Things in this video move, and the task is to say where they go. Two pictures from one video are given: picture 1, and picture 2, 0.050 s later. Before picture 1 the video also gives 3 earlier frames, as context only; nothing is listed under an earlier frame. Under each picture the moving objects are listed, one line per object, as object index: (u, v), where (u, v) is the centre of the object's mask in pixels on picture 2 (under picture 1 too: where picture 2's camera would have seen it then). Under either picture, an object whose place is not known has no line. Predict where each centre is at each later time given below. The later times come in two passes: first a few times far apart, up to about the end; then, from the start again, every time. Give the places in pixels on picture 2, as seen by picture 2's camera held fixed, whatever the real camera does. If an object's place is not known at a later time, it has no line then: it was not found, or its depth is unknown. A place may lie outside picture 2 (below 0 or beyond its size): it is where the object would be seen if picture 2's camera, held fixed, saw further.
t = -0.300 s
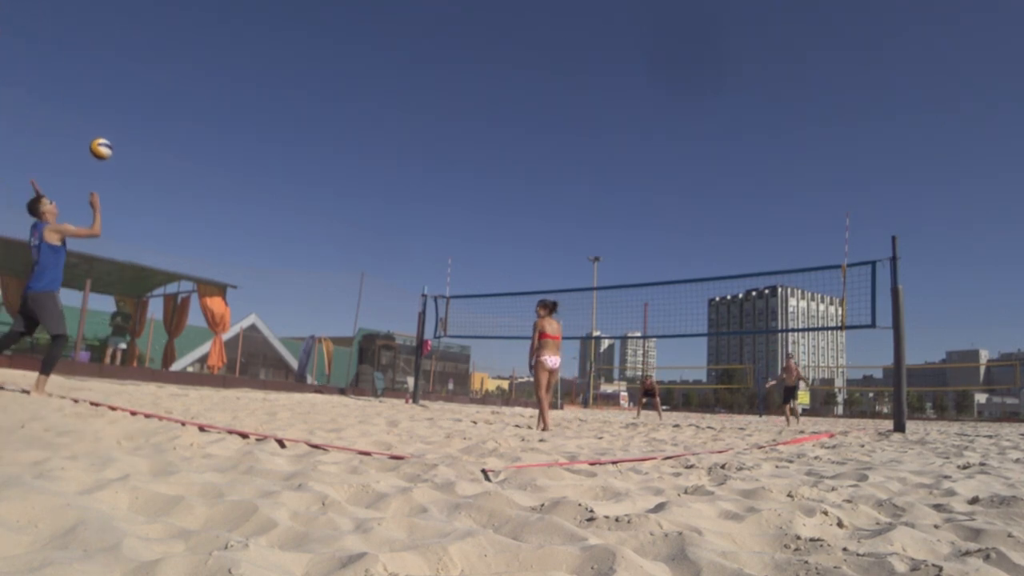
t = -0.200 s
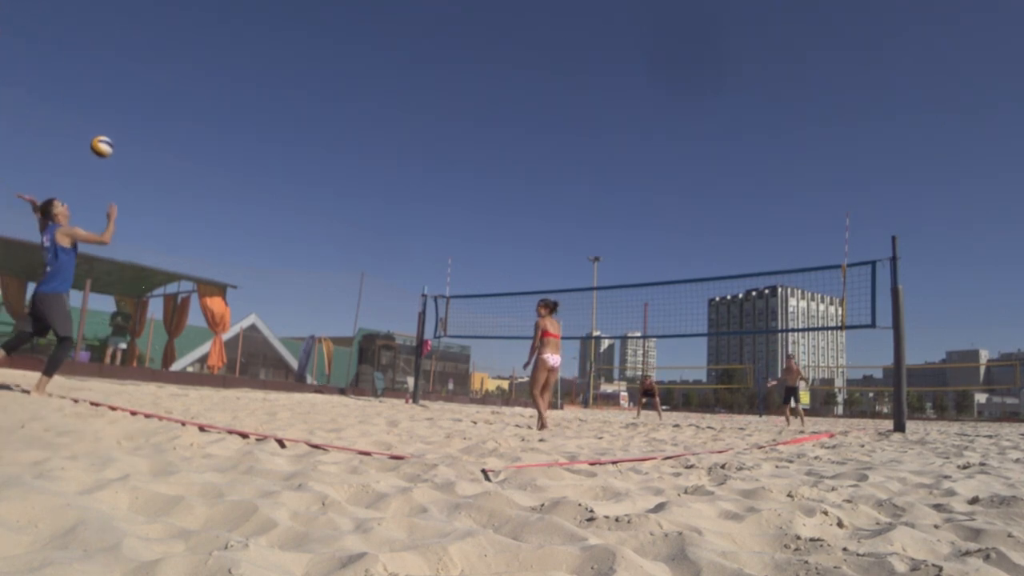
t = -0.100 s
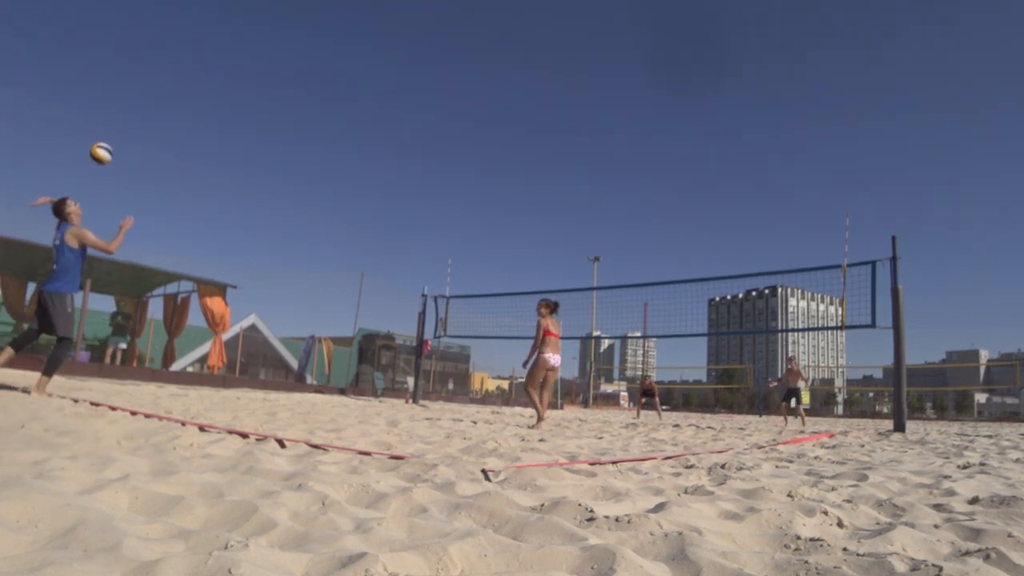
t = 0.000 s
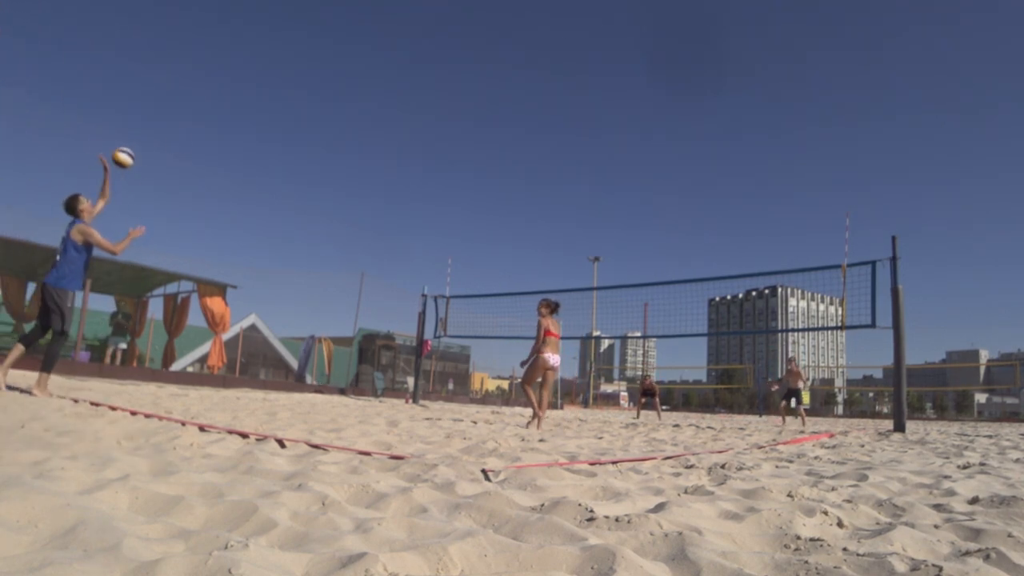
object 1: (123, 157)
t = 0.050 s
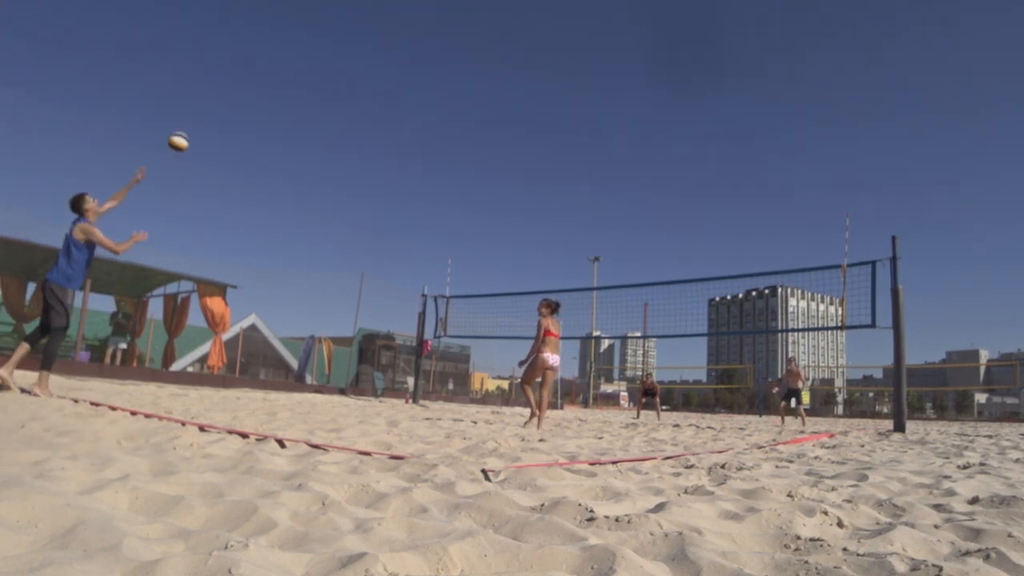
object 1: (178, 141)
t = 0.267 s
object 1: (368, 110)
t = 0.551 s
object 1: (527, 125)
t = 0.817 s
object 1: (626, 174)
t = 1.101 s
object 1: (701, 251)
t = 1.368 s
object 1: (754, 339)
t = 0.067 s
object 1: (196, 137)
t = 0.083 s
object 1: (212, 133)
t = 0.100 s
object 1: (229, 129)
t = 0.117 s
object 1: (245, 126)
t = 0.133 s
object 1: (260, 123)
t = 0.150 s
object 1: (275, 121)
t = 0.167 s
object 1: (290, 118)
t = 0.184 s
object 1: (303, 116)
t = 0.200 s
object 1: (317, 115)
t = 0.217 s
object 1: (330, 113)
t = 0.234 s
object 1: (343, 112)
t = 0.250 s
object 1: (356, 111)
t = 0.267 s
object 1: (368, 110)
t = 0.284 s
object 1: (380, 109)
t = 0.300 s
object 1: (391, 109)
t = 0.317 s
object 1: (402, 109)
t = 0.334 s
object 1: (413, 109)
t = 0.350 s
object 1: (424, 109)
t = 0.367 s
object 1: (434, 109)
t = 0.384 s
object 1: (443, 110)
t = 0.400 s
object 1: (453, 111)
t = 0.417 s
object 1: (462, 112)
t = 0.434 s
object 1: (471, 113)
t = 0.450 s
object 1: (480, 114)
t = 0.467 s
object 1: (489, 116)
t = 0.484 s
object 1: (497, 118)
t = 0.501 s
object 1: (505, 119)
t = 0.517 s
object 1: (512, 121)
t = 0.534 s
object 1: (520, 123)
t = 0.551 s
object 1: (527, 125)
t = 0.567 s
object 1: (535, 127)
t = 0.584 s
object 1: (542, 130)
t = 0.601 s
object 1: (548, 132)
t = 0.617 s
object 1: (555, 135)
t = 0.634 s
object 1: (562, 138)
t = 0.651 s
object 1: (568, 140)
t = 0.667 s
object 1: (574, 143)
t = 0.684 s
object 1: (581, 146)
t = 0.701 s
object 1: (586, 149)
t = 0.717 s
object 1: (592, 153)
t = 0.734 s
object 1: (598, 156)
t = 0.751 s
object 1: (604, 160)
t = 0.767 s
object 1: (610, 163)
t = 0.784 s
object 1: (615, 167)
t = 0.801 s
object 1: (620, 171)
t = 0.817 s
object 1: (626, 174)
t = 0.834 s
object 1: (630, 178)
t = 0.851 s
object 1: (636, 182)
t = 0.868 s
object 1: (640, 186)
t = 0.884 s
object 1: (646, 191)
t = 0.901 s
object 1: (650, 195)
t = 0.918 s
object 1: (655, 199)
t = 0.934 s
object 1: (660, 204)
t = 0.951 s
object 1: (665, 208)
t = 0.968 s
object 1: (668, 212)
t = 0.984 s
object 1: (673, 217)
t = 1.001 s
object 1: (677, 222)
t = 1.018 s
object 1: (681, 226)
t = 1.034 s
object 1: (685, 231)
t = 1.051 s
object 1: (690, 236)
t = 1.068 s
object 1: (694, 241)
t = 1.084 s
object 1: (697, 246)
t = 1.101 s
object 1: (701, 251)
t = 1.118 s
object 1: (705, 256)
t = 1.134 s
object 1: (709, 261)
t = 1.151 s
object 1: (712, 266)
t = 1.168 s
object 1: (716, 271)
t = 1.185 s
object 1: (720, 276)
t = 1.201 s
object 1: (723, 283)
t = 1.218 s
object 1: (726, 288)
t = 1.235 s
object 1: (729, 293)
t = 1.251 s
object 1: (733, 298)
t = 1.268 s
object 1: (736, 304)
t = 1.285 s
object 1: (739, 311)
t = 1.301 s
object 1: (742, 316)
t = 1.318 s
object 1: (745, 322)
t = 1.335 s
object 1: (748, 327)
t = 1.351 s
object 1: (750, 333)
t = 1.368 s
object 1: (754, 339)
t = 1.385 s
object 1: (757, 345)
